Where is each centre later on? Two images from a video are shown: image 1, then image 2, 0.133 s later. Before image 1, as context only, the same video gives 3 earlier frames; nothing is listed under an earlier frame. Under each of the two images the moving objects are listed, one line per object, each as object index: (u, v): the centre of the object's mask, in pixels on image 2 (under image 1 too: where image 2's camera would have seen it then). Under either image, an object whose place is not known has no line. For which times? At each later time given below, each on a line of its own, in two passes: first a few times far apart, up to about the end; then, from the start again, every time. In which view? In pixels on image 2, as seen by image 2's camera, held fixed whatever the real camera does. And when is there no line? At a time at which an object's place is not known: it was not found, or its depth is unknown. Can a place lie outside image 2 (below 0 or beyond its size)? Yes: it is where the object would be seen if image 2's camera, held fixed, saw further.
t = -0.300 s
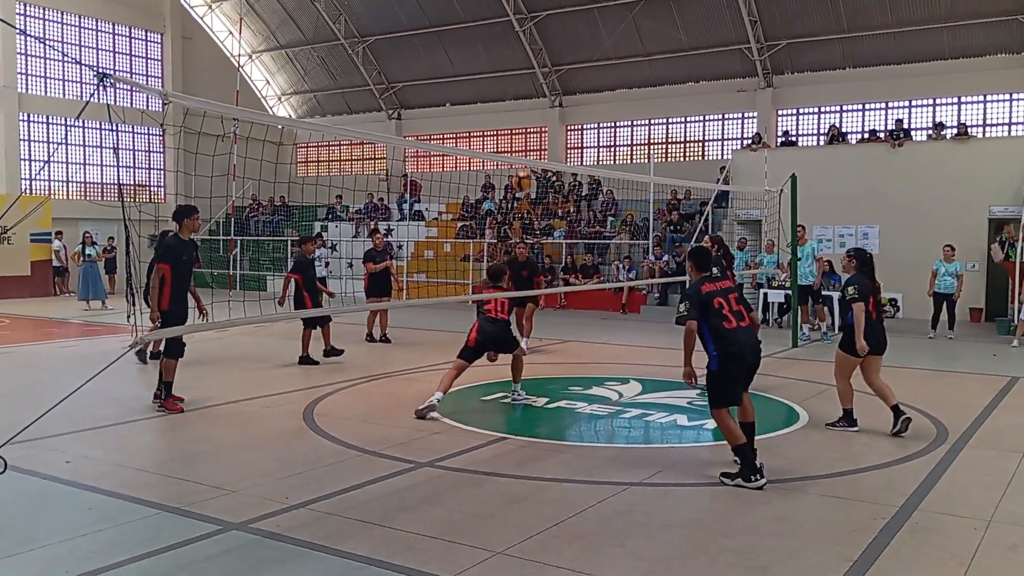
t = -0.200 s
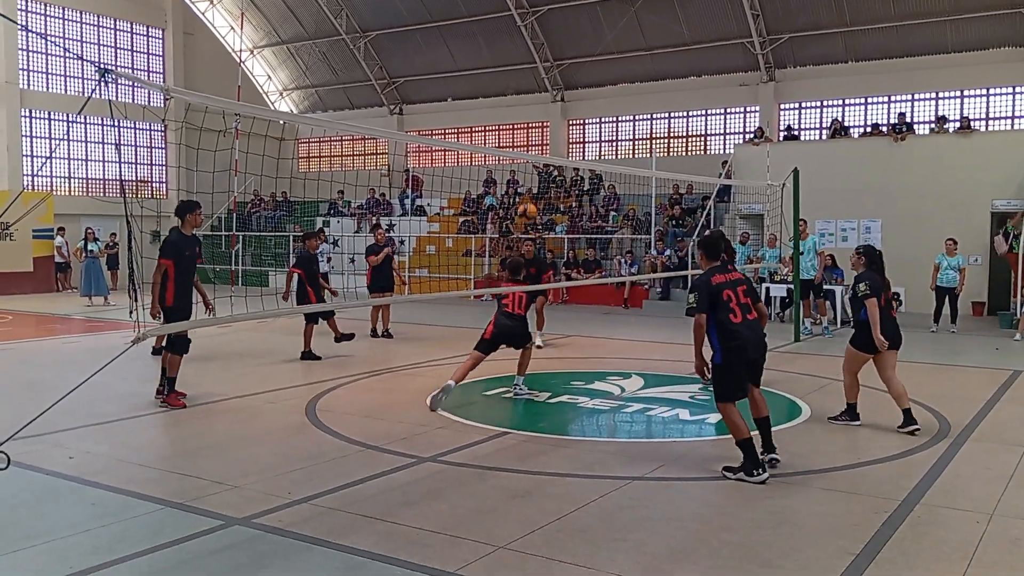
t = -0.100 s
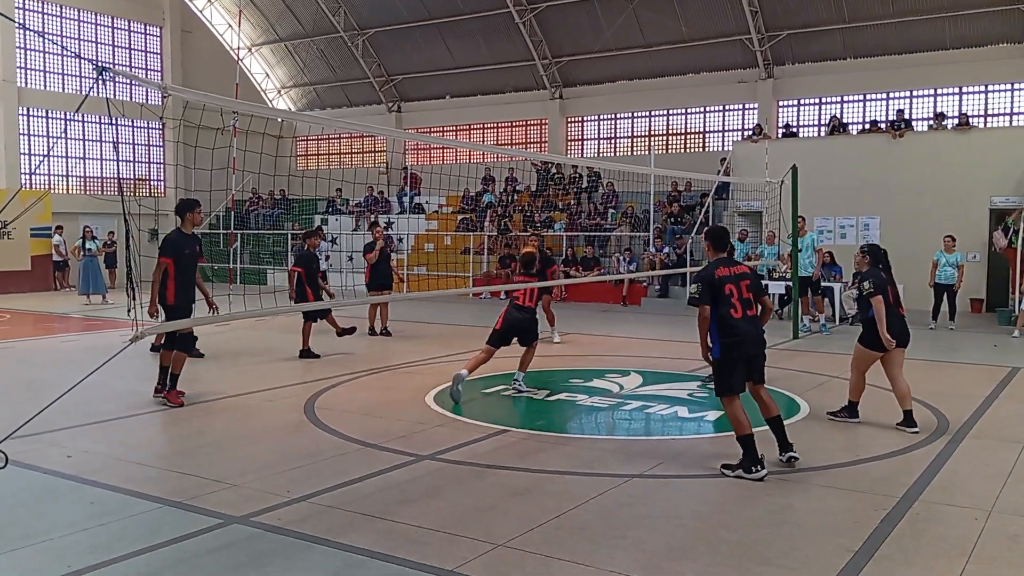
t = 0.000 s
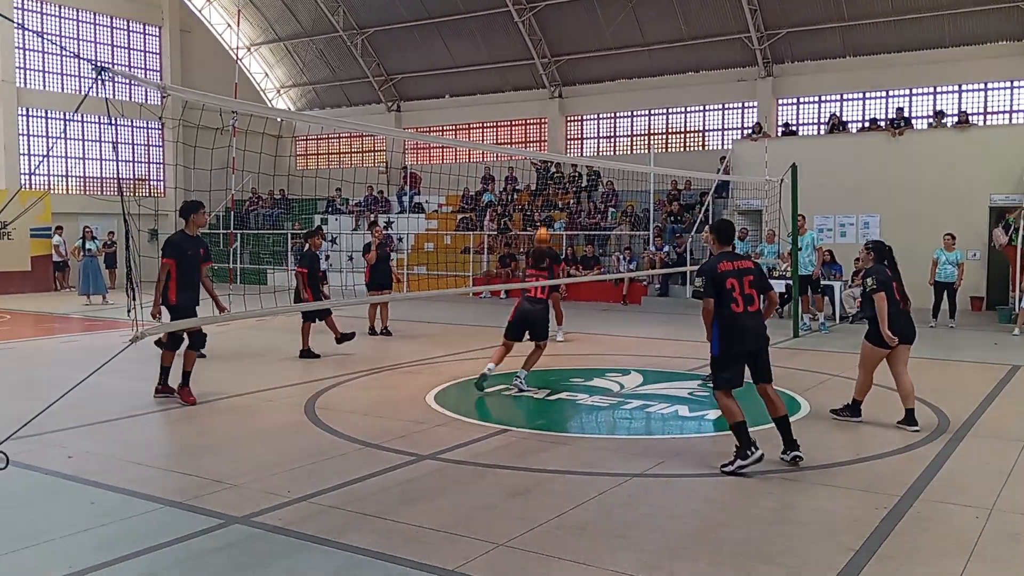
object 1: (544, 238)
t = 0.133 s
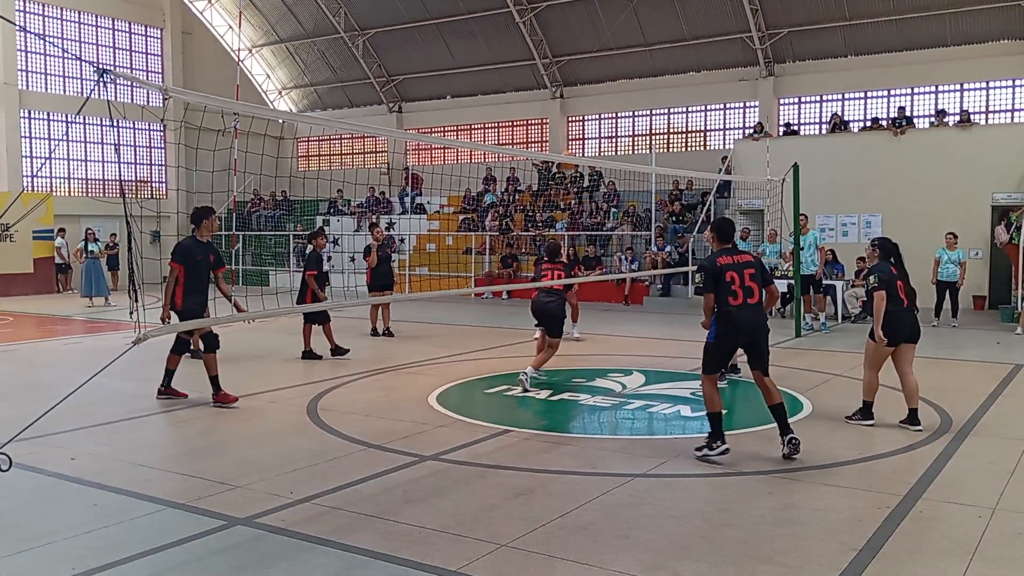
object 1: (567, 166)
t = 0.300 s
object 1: (596, 90)
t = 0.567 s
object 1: (634, 37)
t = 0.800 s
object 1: (663, 41)
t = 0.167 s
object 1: (574, 145)
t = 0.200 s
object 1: (580, 129)
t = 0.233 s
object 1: (585, 114)
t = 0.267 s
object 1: (591, 102)
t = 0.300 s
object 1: (596, 90)
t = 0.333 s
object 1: (601, 80)
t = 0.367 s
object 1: (606, 71)
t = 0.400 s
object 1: (611, 63)
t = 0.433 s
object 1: (616, 55)
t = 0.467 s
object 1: (621, 49)
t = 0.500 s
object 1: (625, 44)
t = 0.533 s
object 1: (630, 40)
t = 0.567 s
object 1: (634, 37)
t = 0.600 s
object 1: (639, 35)
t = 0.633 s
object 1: (643, 34)
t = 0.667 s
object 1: (647, 34)
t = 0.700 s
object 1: (651, 35)
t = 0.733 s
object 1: (655, 36)
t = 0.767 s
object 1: (659, 38)
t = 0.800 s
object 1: (663, 41)
